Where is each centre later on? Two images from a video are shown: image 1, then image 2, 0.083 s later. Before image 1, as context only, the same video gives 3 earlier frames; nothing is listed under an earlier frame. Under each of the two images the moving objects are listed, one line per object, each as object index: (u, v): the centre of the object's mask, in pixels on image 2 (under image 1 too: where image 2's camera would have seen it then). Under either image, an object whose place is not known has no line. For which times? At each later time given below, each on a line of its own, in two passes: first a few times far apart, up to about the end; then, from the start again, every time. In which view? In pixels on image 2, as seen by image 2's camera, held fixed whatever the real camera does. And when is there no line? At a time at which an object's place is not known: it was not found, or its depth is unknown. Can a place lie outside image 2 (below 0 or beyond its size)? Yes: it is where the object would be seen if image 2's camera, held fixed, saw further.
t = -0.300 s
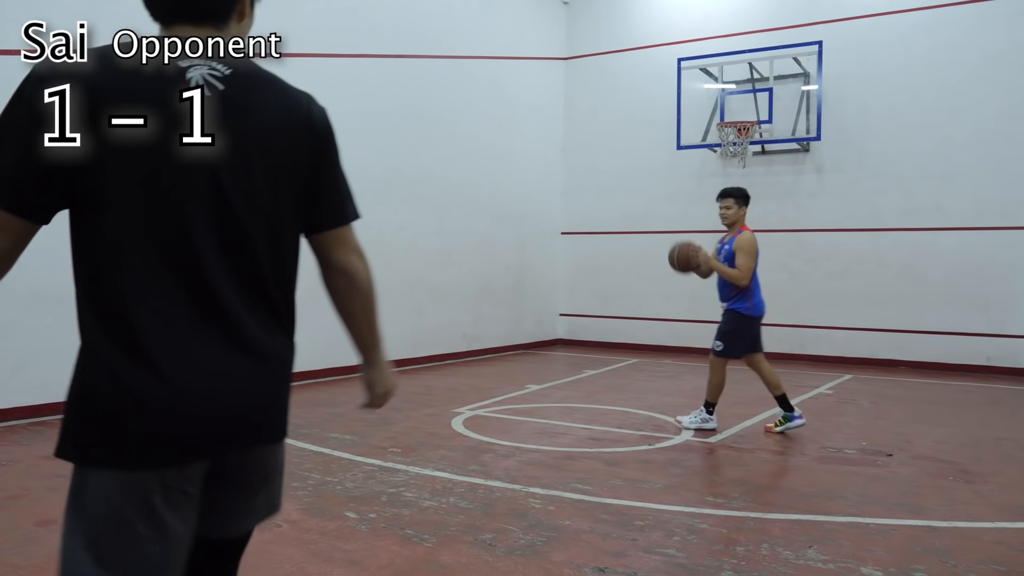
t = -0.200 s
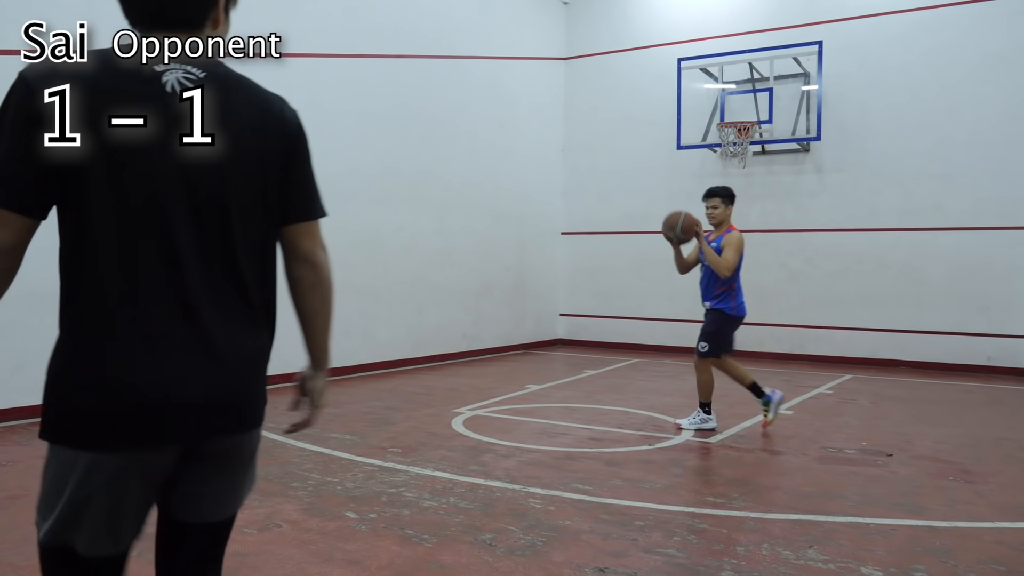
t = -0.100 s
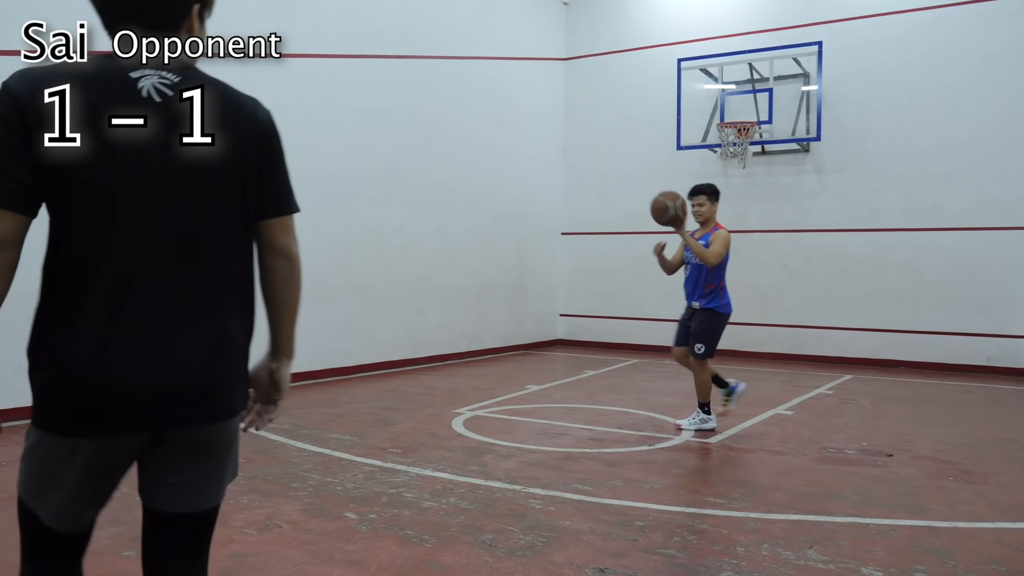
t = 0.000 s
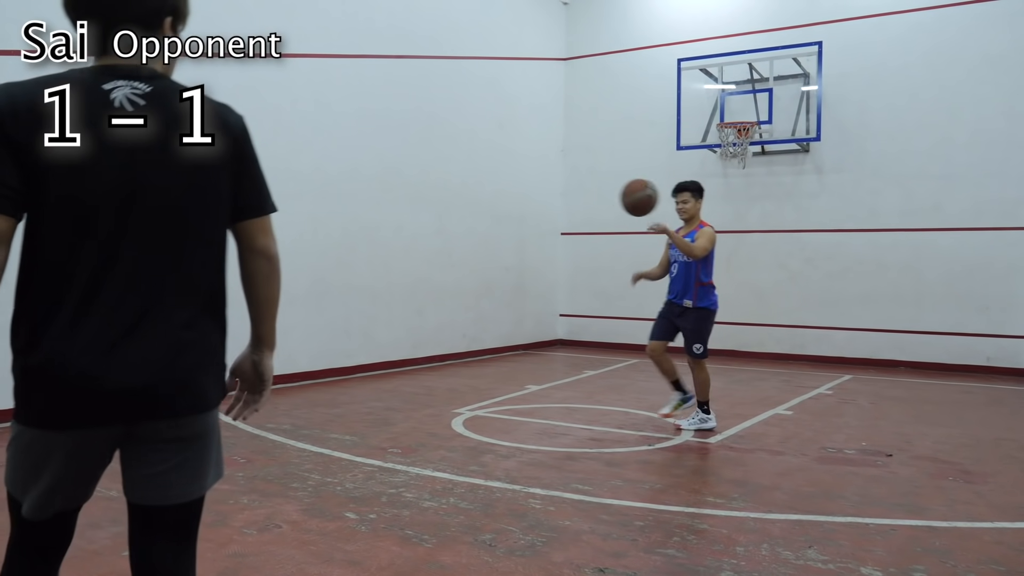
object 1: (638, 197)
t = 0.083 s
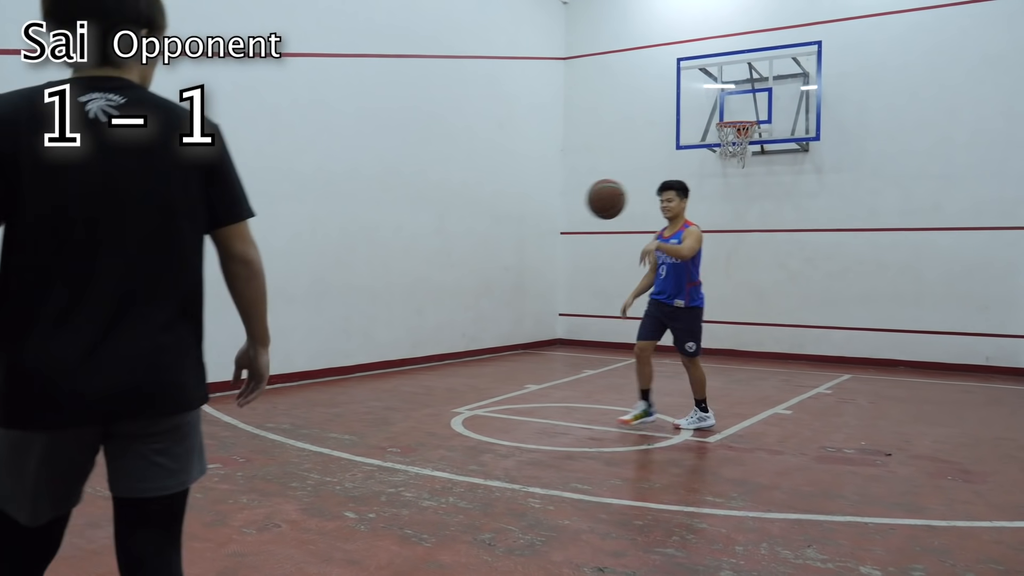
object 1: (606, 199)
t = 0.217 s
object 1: (545, 229)
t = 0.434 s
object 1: (411, 382)
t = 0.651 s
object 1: (285, 427)
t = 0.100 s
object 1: (599, 201)
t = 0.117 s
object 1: (592, 203)
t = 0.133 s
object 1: (585, 206)
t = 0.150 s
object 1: (578, 209)
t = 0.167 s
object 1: (570, 213)
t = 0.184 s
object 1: (562, 218)
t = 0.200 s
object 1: (554, 223)
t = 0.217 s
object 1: (545, 229)
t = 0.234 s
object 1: (537, 236)
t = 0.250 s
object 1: (528, 243)
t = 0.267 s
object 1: (519, 252)
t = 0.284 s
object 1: (509, 261)
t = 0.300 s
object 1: (499, 271)
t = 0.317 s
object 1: (489, 281)
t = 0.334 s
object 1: (479, 292)
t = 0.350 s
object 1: (468, 305)
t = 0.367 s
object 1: (458, 318)
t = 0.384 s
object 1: (447, 332)
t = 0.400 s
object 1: (435, 346)
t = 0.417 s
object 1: (423, 364)
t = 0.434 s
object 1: (411, 382)
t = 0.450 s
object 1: (399, 399)
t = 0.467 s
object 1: (386, 419)
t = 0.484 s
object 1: (373, 438)
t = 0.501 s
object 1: (357, 463)
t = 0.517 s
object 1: (341, 490)
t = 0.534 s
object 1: (326, 517)
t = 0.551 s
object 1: (319, 510)
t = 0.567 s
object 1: (314, 495)
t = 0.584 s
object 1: (308, 481)
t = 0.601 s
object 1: (303, 467)
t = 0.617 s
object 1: (296, 452)
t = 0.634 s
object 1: (290, 439)
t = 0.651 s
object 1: (285, 427)
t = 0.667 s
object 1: (279, 415)
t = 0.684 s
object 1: (273, 402)
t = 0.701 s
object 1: (266, 389)
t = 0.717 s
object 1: (260, 378)
